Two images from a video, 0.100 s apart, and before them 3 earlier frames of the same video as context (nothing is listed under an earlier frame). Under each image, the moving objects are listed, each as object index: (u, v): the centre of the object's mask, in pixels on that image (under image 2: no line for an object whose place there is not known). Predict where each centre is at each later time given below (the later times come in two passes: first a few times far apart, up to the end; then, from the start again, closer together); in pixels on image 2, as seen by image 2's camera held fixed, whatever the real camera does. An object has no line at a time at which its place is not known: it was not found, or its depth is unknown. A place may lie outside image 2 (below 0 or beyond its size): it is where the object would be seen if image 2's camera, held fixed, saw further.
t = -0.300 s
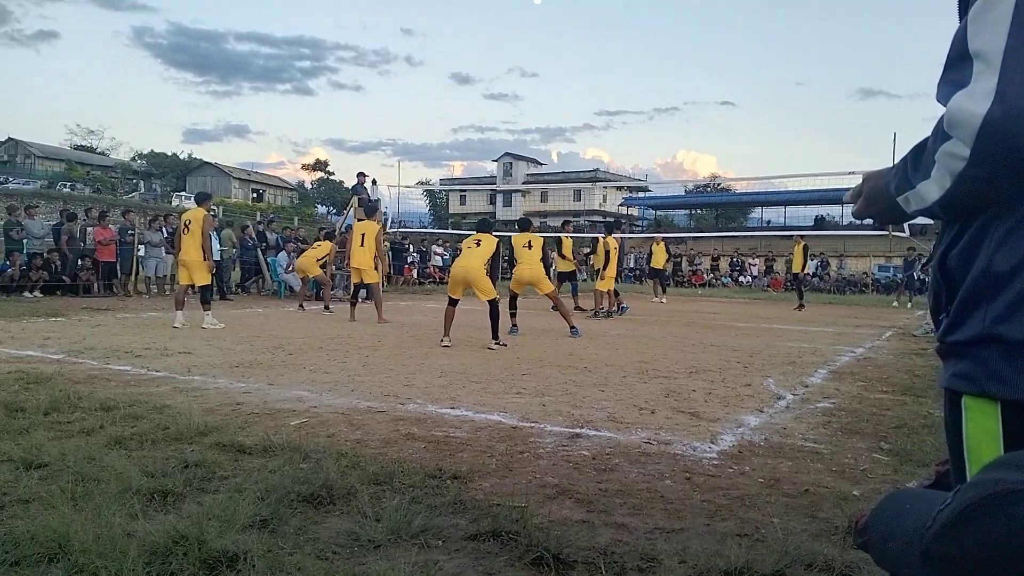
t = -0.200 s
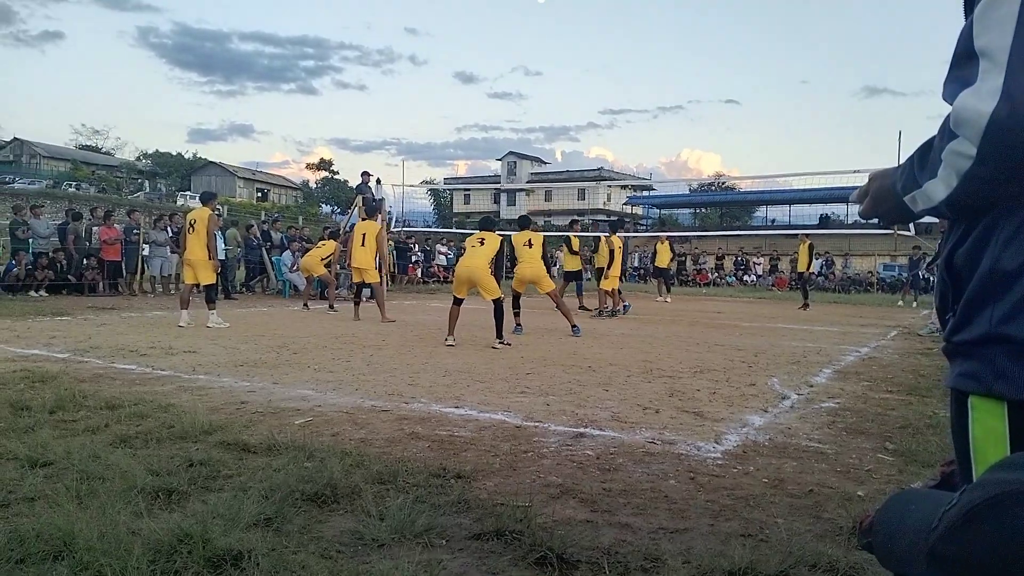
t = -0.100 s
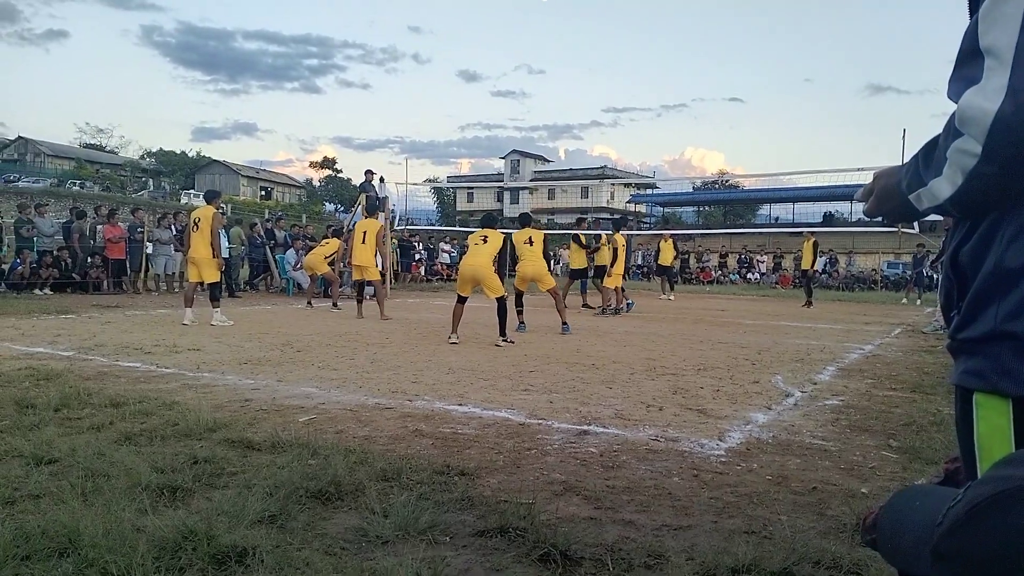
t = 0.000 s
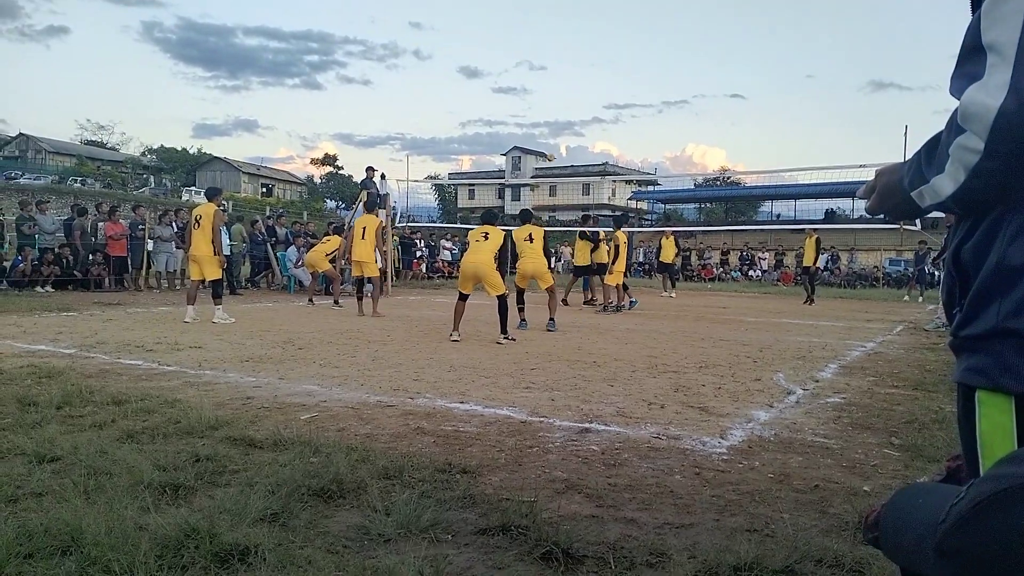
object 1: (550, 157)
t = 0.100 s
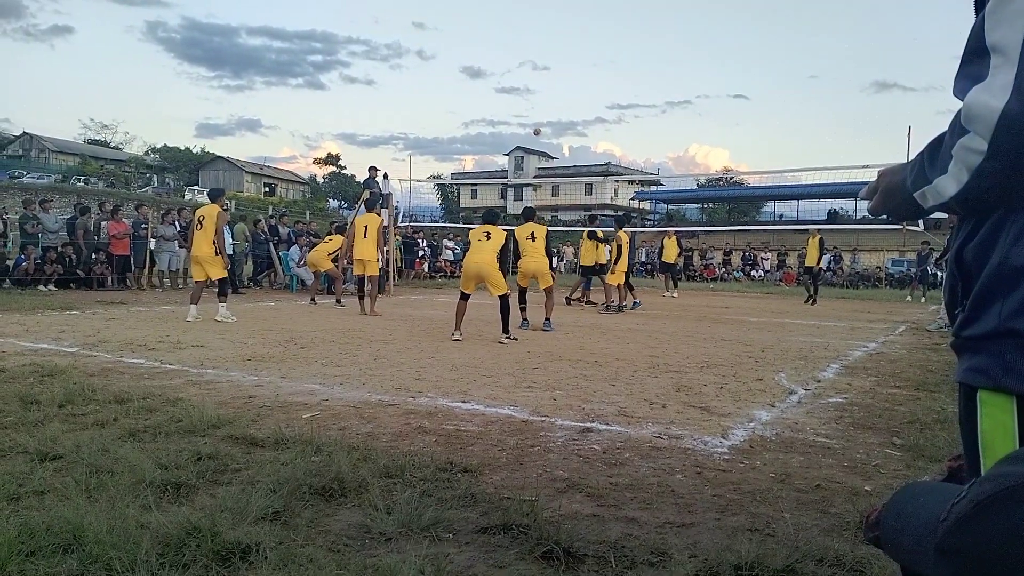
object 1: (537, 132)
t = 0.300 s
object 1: (499, 86)
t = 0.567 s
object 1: (437, 41)
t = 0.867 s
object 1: (349, 29)
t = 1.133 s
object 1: (244, 63)
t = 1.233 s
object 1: (199, 90)
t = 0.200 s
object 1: (519, 108)
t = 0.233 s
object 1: (512, 99)
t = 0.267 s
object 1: (506, 92)
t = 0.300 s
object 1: (499, 86)
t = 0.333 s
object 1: (492, 79)
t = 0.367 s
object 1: (484, 72)
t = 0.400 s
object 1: (477, 67)
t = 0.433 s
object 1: (470, 61)
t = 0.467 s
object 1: (461, 55)
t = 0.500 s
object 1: (454, 50)
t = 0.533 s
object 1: (446, 45)
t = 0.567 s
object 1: (437, 41)
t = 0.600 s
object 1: (427, 37)
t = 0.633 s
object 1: (419, 35)
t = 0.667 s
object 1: (410, 32)
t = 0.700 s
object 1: (400, 30)
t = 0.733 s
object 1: (389, 29)
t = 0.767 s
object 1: (380, 28)
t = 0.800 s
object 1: (369, 27)
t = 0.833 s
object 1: (358, 28)
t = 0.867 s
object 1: (349, 29)
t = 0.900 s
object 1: (337, 30)
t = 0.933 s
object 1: (324, 32)
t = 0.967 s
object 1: (313, 35)
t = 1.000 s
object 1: (299, 39)
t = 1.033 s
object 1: (286, 43)
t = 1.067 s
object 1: (273, 49)
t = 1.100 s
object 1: (258, 56)
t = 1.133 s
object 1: (244, 63)
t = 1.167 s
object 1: (231, 71)
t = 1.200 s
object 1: (216, 79)
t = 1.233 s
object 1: (199, 90)
